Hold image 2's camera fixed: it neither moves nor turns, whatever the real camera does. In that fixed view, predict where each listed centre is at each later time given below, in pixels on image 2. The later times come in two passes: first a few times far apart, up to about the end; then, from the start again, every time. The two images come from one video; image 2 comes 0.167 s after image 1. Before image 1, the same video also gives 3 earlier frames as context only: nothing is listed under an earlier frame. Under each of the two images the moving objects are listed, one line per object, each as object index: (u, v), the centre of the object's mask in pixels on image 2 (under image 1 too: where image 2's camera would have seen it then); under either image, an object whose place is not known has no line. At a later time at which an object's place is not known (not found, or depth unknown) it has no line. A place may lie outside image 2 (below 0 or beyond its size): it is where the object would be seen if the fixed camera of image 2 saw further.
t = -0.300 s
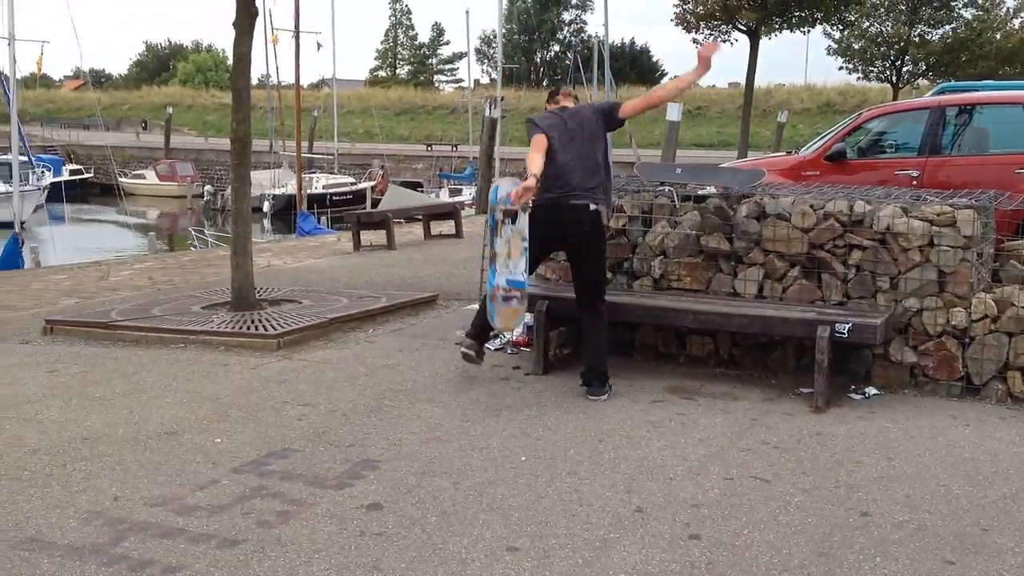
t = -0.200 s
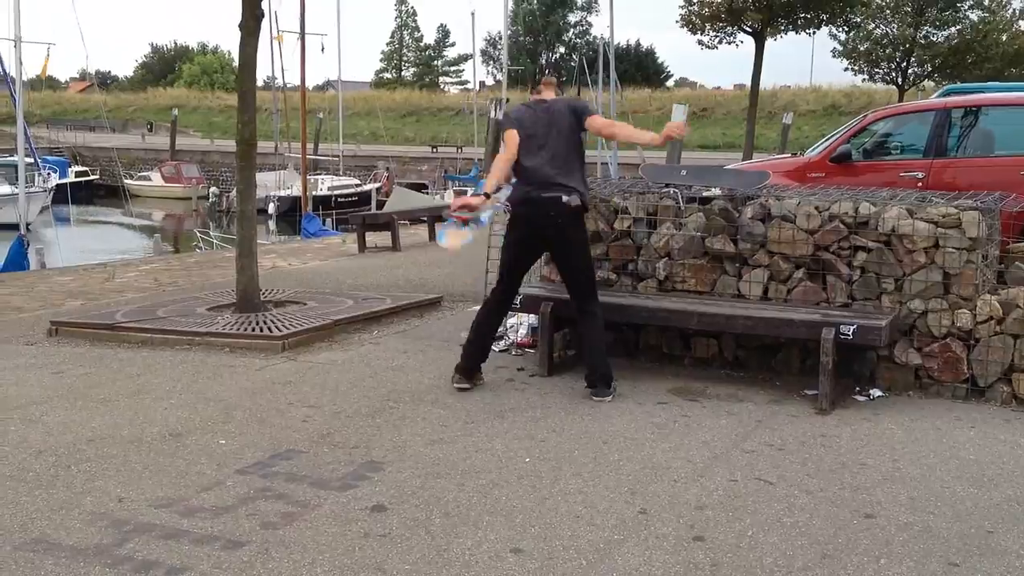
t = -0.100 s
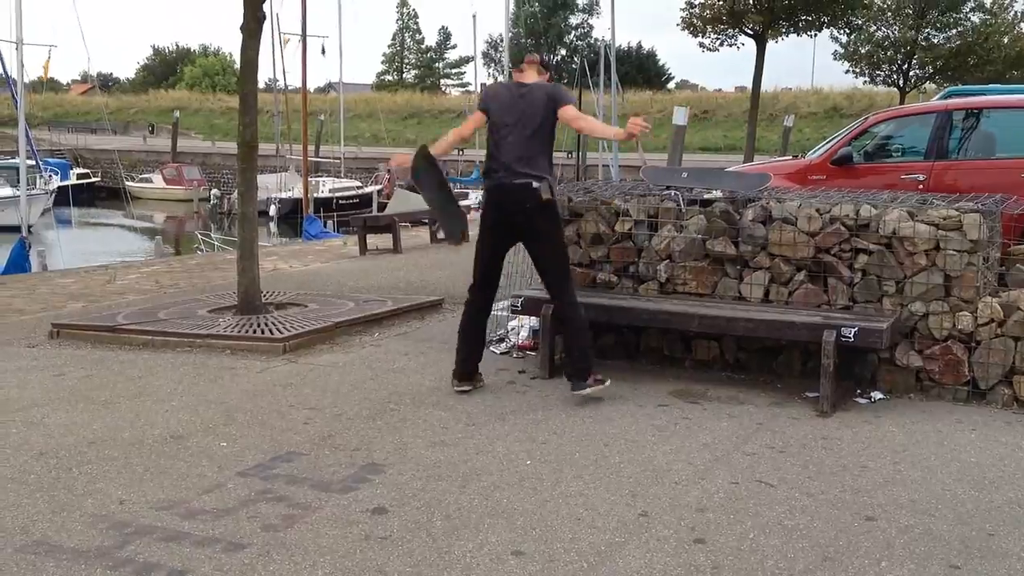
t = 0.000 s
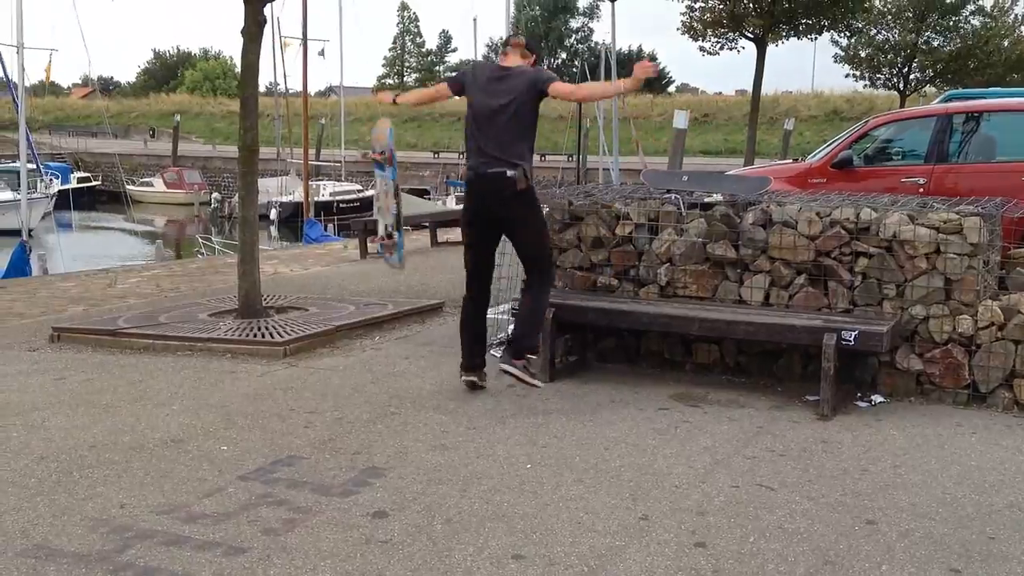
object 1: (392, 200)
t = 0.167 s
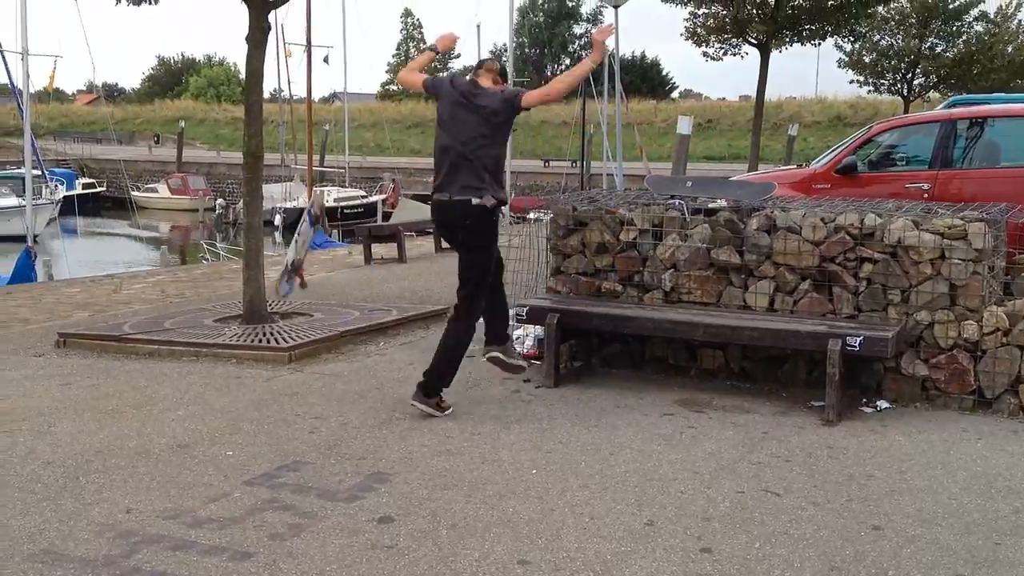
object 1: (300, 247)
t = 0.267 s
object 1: (253, 295)
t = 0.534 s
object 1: (154, 378)
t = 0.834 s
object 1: (91, 379)
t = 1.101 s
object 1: (56, 382)
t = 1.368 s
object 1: (45, 378)
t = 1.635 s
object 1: (42, 372)
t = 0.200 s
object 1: (288, 260)
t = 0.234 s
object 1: (273, 275)
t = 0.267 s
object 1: (253, 295)
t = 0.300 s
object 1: (236, 311)
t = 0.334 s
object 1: (221, 333)
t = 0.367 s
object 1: (212, 355)
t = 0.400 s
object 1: (190, 357)
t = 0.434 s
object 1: (174, 371)
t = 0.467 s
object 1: (163, 387)
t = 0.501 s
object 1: (162, 386)
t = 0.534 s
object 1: (154, 378)
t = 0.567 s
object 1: (146, 371)
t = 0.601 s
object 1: (139, 365)
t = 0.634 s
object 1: (131, 363)
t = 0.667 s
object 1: (125, 362)
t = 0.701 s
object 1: (116, 365)
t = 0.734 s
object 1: (112, 372)
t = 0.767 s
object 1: (104, 372)
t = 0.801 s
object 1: (98, 375)
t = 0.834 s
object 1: (91, 379)
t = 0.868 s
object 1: (86, 378)
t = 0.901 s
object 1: (83, 380)
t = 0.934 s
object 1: (78, 383)
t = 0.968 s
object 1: (71, 383)
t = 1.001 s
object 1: (67, 382)
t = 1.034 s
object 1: (63, 381)
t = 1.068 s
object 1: (59, 380)
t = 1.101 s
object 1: (56, 382)
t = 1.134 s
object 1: (53, 383)
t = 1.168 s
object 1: (50, 382)
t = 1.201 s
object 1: (49, 381)
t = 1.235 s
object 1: (47, 381)
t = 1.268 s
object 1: (46, 381)
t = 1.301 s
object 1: (46, 380)
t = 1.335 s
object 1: (46, 379)
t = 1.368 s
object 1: (45, 378)
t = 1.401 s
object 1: (44, 377)
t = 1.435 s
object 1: (43, 376)
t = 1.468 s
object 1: (43, 376)
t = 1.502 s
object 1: (43, 375)
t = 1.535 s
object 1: (43, 374)
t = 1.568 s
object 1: (43, 374)
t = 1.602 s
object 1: (42, 373)
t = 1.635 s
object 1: (42, 372)
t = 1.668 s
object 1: (42, 371)
